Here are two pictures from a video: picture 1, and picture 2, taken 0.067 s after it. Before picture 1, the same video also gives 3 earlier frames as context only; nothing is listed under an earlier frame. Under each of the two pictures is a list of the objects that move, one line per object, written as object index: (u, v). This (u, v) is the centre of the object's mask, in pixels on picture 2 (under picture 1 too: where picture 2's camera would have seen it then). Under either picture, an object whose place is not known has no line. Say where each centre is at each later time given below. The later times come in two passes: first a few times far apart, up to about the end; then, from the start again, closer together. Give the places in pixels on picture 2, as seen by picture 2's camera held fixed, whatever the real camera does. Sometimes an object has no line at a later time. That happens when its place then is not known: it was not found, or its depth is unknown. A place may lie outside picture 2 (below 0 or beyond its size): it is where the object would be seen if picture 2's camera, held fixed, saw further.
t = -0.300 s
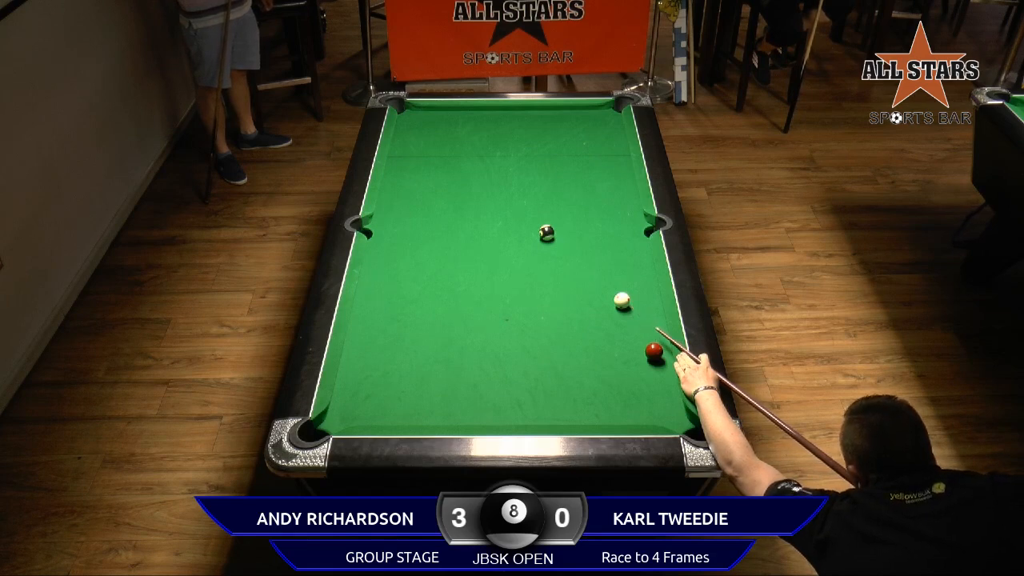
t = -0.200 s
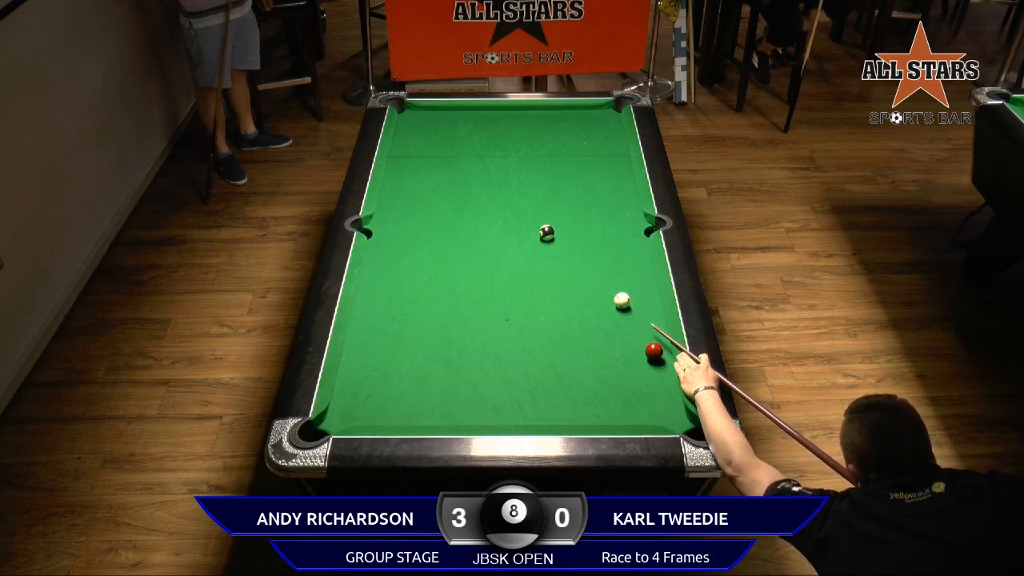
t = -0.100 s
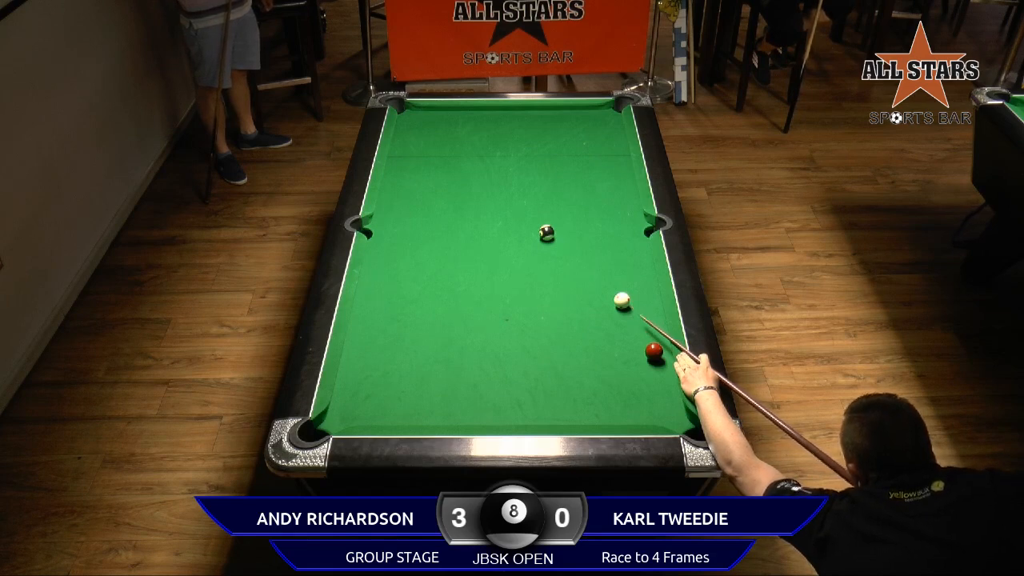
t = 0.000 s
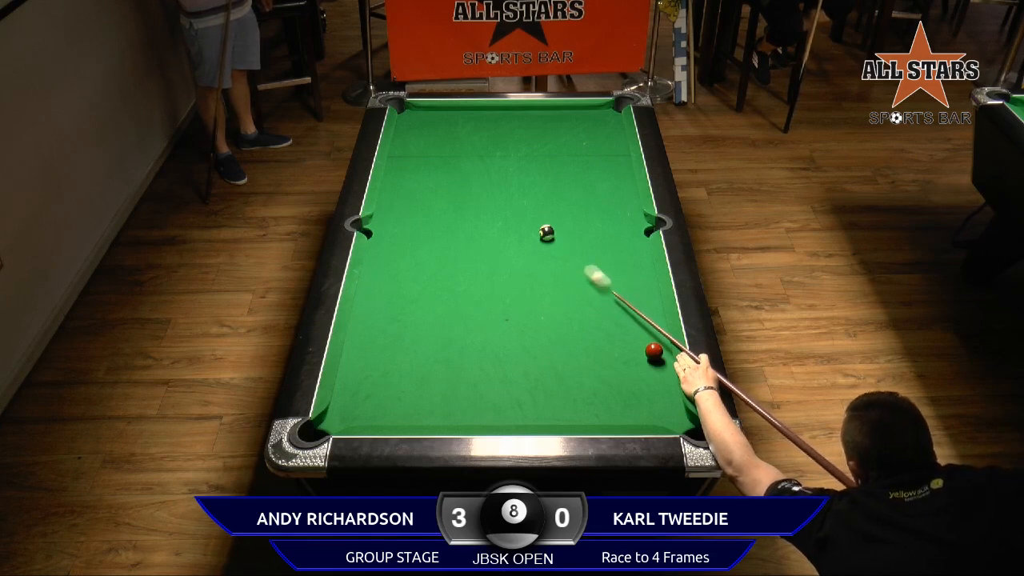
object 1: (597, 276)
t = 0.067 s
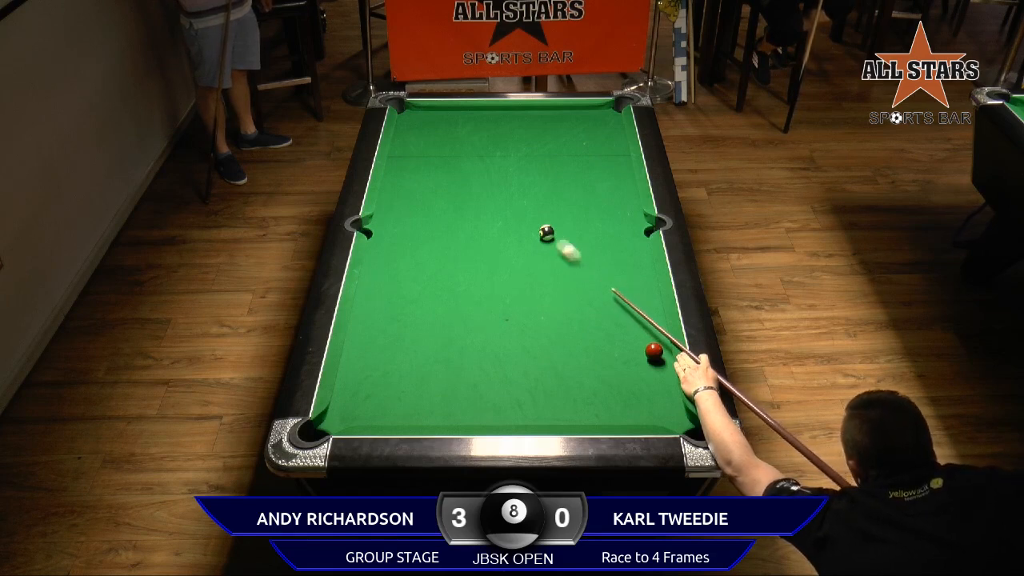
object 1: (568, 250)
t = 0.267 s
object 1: (559, 238)
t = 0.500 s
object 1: (560, 234)
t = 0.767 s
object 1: (560, 230)
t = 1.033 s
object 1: (560, 228)
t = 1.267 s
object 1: (559, 226)
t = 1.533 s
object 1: (559, 226)
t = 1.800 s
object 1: (559, 226)
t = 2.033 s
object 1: (559, 226)
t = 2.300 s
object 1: (559, 226)
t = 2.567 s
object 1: (559, 226)
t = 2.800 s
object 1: (559, 226)
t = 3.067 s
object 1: (559, 226)
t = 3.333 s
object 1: (559, 226)
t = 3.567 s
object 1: (559, 226)
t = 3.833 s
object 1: (559, 226)
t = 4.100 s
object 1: (559, 226)
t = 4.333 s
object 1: (559, 226)
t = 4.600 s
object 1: (559, 226)
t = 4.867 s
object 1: (559, 226)
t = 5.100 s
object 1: (559, 226)
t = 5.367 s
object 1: (559, 226)
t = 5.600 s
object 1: (559, 226)
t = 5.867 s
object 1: (559, 226)
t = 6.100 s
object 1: (559, 226)
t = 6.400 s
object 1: (559, 226)
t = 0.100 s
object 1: (557, 240)
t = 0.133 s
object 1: (557, 240)
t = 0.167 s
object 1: (558, 240)
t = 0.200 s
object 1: (559, 240)
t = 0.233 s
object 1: (559, 239)
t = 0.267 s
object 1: (559, 238)
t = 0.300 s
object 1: (559, 238)
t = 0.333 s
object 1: (559, 237)
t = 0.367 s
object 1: (559, 237)
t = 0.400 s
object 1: (559, 236)
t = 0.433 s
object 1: (559, 235)
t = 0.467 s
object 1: (560, 235)
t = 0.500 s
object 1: (560, 234)
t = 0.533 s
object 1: (560, 234)
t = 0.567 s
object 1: (560, 233)
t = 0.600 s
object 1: (560, 233)
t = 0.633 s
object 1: (560, 232)
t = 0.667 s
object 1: (560, 231)
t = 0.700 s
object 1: (560, 231)
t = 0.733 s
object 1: (560, 231)
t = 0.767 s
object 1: (560, 230)
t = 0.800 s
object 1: (560, 230)
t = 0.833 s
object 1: (560, 230)
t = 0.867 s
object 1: (560, 229)
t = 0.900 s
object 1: (560, 229)
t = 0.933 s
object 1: (560, 229)
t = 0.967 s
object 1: (560, 228)
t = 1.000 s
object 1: (560, 228)
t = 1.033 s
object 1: (560, 228)
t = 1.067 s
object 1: (560, 228)
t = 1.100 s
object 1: (560, 227)
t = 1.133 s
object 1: (559, 227)
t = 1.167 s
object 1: (559, 227)
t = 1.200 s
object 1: (559, 227)
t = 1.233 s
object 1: (559, 227)
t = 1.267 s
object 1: (559, 226)
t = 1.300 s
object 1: (559, 226)
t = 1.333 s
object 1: (559, 226)
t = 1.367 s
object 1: (559, 226)
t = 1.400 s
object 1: (559, 226)
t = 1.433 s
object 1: (559, 226)
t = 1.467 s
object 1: (559, 226)
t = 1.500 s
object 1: (559, 226)
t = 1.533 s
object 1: (559, 226)
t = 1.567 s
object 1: (559, 226)
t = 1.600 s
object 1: (559, 226)
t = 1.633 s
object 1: (559, 226)
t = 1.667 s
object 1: (559, 226)
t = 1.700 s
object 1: (559, 226)
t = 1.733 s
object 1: (559, 226)
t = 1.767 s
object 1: (559, 226)
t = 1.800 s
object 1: (559, 226)
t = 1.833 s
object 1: (559, 226)
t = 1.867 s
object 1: (559, 226)
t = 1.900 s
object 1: (559, 226)
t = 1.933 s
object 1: (559, 226)
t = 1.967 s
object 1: (559, 226)
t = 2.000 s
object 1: (559, 226)
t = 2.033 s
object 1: (559, 226)
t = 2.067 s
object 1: (559, 226)
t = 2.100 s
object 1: (559, 226)
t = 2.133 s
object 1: (559, 226)
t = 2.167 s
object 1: (559, 226)
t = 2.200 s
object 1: (559, 226)
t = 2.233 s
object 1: (559, 226)
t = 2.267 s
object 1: (559, 226)
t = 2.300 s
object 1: (559, 226)
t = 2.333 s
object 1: (559, 226)
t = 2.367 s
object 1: (559, 226)
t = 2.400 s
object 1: (559, 226)
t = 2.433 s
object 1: (559, 226)
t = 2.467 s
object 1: (559, 226)
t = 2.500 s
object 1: (559, 226)
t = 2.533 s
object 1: (559, 226)
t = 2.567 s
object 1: (559, 226)
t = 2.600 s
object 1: (559, 226)
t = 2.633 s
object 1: (559, 226)
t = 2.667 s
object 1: (559, 226)
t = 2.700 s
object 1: (559, 226)
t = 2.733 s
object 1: (559, 226)
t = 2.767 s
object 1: (559, 226)
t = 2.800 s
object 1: (559, 226)
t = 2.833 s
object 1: (559, 226)
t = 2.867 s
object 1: (559, 226)
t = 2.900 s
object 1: (559, 226)
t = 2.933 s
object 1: (559, 226)
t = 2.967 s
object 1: (559, 226)
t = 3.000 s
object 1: (559, 226)
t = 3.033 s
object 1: (559, 226)
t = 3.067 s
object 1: (559, 226)
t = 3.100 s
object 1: (559, 226)
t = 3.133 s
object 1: (559, 226)
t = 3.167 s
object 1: (559, 226)
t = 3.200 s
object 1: (559, 226)
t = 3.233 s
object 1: (559, 226)
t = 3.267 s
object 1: (559, 226)
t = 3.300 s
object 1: (559, 226)
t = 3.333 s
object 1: (559, 226)
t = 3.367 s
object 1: (559, 226)
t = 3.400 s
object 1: (559, 226)
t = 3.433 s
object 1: (559, 226)
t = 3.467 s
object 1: (559, 226)
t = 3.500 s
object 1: (559, 226)
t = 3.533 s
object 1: (559, 226)
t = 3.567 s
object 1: (559, 226)
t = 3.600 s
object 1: (559, 226)
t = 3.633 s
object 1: (559, 226)
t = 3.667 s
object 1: (559, 226)
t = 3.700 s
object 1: (559, 226)
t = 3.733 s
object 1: (559, 226)
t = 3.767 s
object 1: (559, 226)
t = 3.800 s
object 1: (559, 226)
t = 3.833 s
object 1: (559, 226)
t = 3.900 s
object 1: (559, 226)
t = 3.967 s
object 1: (559, 226)
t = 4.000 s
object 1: (559, 226)
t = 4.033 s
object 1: (559, 226)
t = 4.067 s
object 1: (559, 226)
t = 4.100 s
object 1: (559, 226)
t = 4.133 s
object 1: (559, 226)
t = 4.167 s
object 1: (559, 226)
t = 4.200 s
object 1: (559, 226)
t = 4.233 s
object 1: (559, 226)
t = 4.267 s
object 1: (559, 226)
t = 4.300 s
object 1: (559, 226)
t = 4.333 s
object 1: (559, 226)
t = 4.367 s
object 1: (559, 226)
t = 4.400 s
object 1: (559, 226)
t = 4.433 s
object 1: (559, 226)
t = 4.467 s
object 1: (559, 226)
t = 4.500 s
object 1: (559, 226)
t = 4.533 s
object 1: (559, 226)
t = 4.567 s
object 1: (559, 226)
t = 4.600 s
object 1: (559, 226)
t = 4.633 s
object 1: (559, 226)
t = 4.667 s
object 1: (559, 226)
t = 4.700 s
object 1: (559, 226)
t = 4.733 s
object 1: (559, 226)
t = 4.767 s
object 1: (559, 226)
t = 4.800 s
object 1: (559, 226)
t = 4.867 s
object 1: (559, 226)
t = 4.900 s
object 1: (559, 226)
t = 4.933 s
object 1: (559, 226)
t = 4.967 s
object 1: (559, 226)
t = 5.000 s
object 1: (559, 226)
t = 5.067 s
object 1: (559, 226)
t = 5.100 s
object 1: (559, 226)
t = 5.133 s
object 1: (559, 226)
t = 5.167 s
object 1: (559, 226)
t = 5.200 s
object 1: (559, 226)
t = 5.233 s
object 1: (559, 226)
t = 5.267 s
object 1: (559, 226)
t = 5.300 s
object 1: (559, 226)
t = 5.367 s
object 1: (559, 226)
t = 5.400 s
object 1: (559, 226)
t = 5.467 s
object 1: (559, 226)
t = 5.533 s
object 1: (559, 226)
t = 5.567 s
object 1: (559, 226)
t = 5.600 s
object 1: (559, 226)
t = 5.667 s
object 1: (559, 226)
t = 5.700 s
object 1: (559, 226)
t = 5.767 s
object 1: (559, 226)
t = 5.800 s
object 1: (559, 226)
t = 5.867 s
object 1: (559, 226)
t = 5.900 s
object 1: (559, 226)
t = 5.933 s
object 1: (559, 226)
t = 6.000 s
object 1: (559, 226)
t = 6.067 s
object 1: (559, 226)
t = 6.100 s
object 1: (559, 226)
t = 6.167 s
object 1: (559, 226)
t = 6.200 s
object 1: (559, 226)
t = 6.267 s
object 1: (559, 226)
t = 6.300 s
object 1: (559, 226)
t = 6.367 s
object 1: (559, 226)
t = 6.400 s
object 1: (559, 226)
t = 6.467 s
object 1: (559, 226)
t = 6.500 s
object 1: (559, 226)
